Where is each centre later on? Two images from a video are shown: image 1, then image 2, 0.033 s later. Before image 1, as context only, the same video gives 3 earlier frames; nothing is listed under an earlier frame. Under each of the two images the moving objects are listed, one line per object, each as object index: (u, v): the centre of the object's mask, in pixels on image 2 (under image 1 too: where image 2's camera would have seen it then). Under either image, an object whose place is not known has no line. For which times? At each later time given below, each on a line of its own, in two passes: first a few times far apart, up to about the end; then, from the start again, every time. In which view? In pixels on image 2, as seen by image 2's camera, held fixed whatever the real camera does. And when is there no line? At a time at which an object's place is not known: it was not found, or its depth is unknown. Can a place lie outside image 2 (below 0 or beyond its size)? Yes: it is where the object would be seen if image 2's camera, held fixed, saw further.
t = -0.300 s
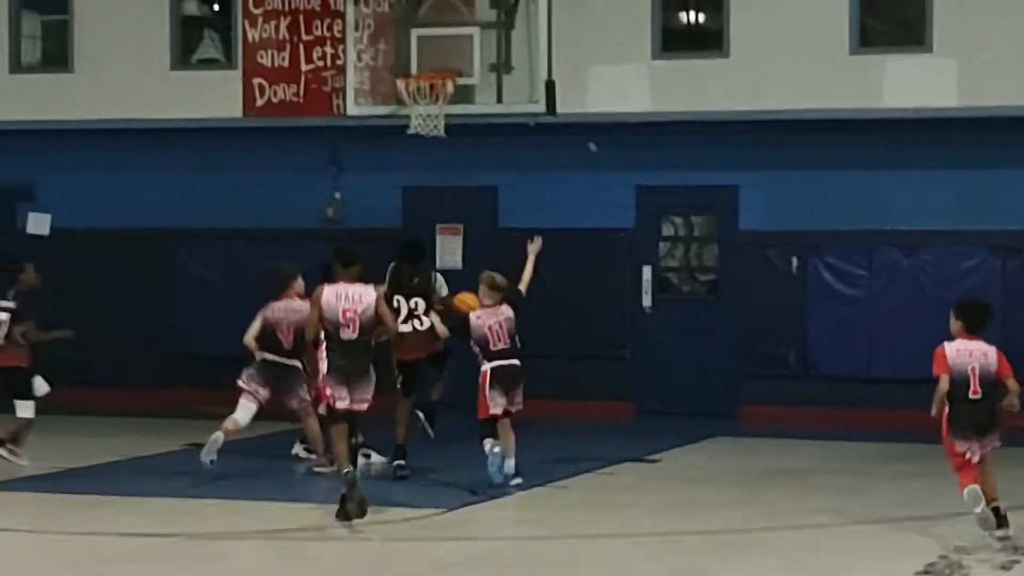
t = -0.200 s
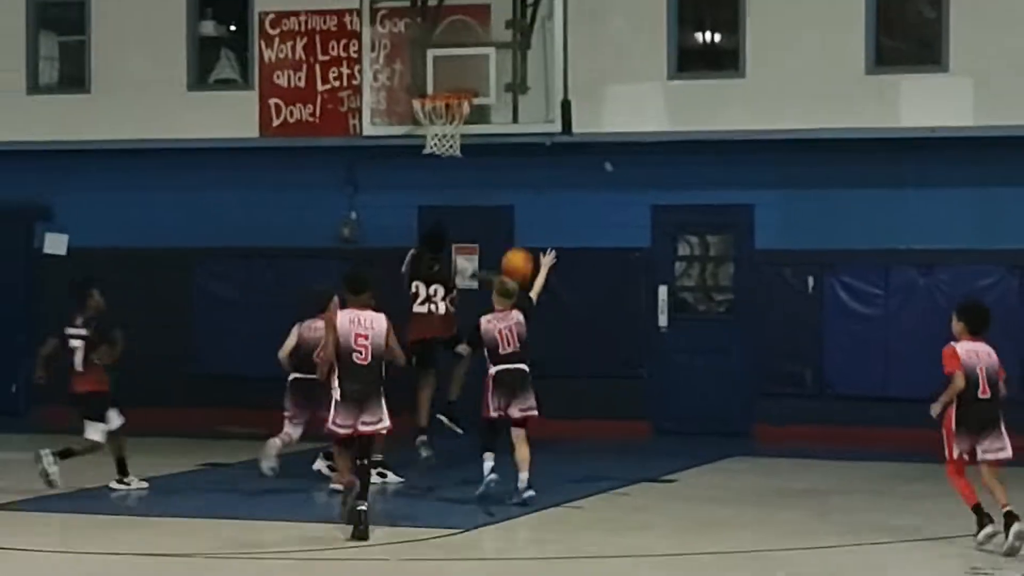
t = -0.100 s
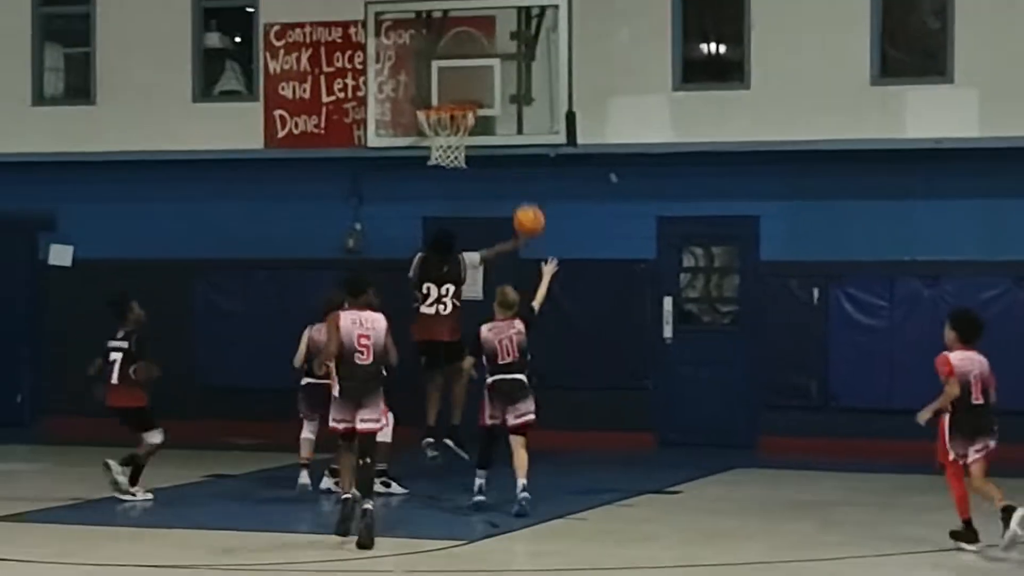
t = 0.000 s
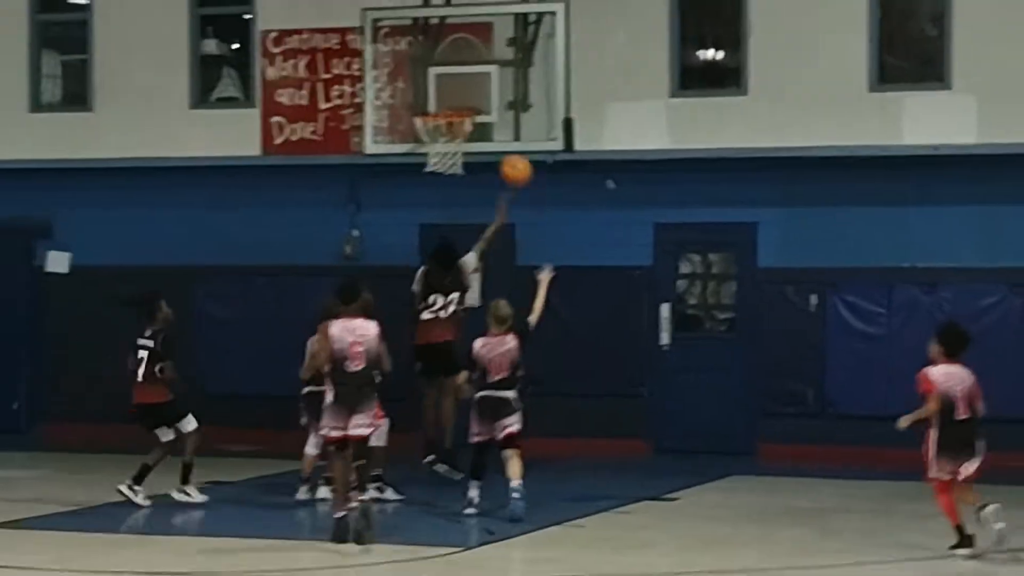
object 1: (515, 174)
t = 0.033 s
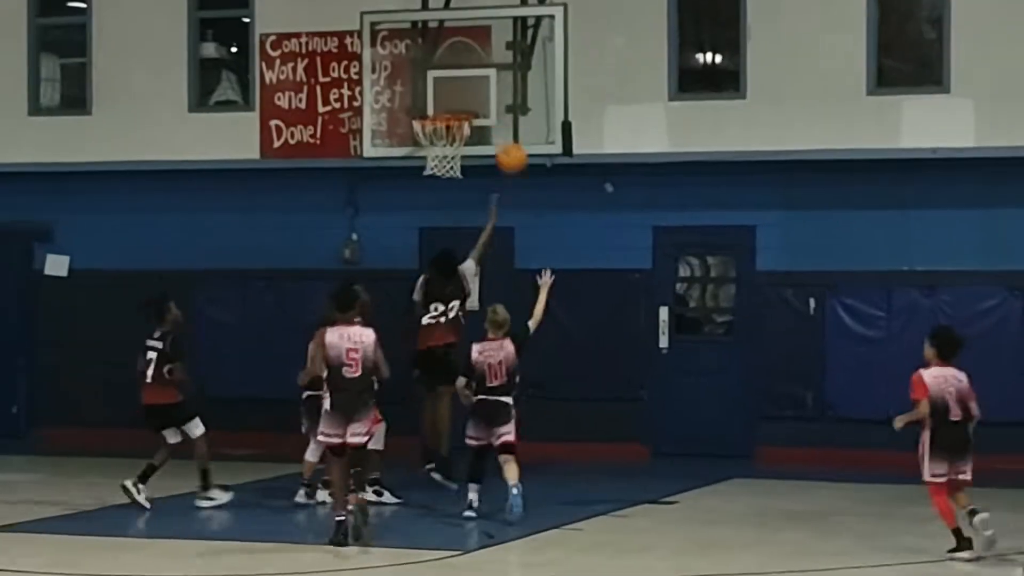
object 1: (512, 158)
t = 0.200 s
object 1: (492, 102)
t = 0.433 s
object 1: (466, 82)
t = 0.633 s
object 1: (424, 103)
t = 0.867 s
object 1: (416, 95)
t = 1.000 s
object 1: (415, 116)
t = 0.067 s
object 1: (507, 143)
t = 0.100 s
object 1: (503, 132)
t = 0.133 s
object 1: (500, 120)
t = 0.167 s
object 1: (495, 110)
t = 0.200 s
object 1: (492, 102)
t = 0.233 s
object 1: (488, 95)
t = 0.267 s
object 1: (484, 89)
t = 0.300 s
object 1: (480, 85)
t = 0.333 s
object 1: (476, 83)
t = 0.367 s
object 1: (474, 82)
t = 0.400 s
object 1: (470, 81)
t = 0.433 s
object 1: (466, 82)
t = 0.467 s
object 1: (463, 84)
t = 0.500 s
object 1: (458, 88)
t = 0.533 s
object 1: (451, 90)
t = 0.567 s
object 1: (441, 93)
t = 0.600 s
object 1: (433, 97)
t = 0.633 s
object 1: (424, 103)
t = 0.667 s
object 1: (419, 104)
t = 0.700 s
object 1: (419, 99)
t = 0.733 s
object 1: (419, 96)
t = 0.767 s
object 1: (418, 94)
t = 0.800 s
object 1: (417, 93)
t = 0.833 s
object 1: (417, 93)
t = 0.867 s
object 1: (416, 95)
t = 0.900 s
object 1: (416, 98)
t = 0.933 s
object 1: (415, 105)
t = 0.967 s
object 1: (415, 109)
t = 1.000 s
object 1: (415, 116)
